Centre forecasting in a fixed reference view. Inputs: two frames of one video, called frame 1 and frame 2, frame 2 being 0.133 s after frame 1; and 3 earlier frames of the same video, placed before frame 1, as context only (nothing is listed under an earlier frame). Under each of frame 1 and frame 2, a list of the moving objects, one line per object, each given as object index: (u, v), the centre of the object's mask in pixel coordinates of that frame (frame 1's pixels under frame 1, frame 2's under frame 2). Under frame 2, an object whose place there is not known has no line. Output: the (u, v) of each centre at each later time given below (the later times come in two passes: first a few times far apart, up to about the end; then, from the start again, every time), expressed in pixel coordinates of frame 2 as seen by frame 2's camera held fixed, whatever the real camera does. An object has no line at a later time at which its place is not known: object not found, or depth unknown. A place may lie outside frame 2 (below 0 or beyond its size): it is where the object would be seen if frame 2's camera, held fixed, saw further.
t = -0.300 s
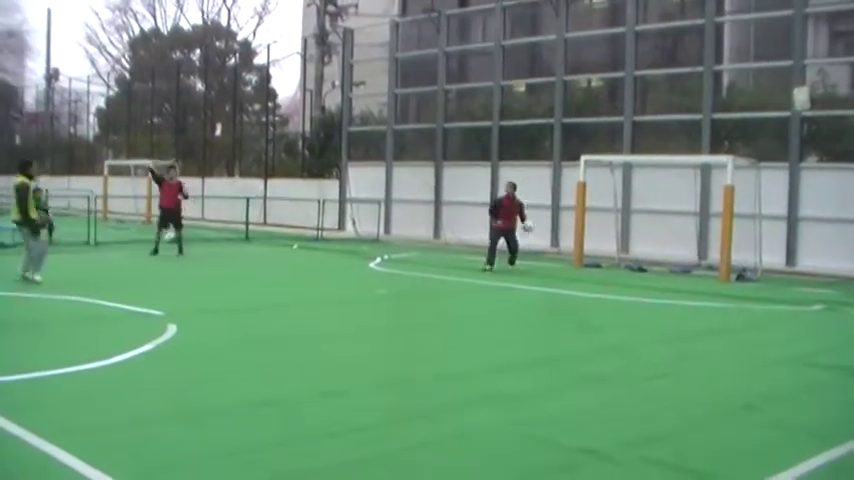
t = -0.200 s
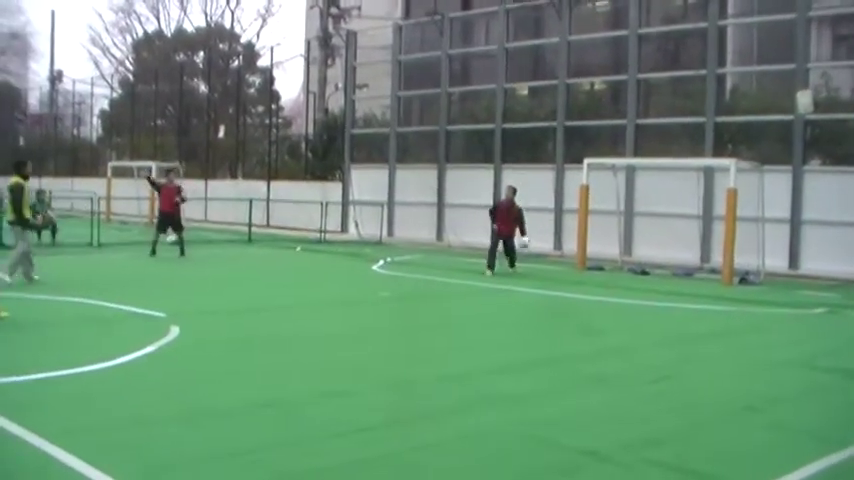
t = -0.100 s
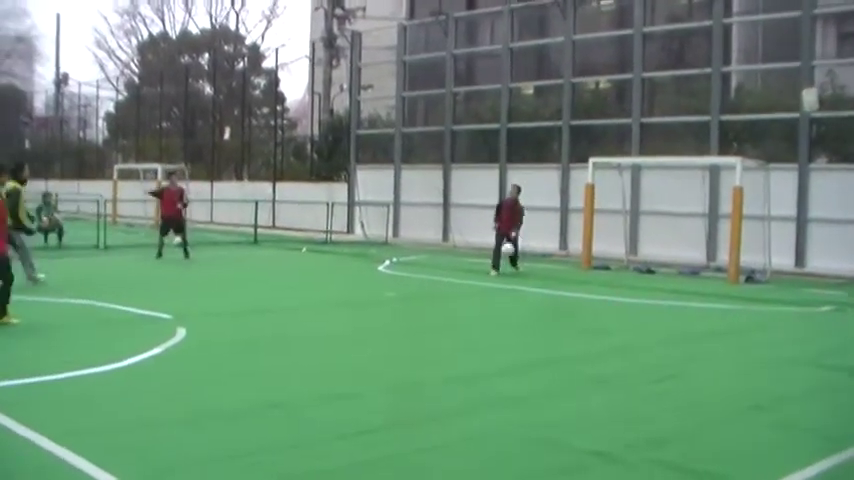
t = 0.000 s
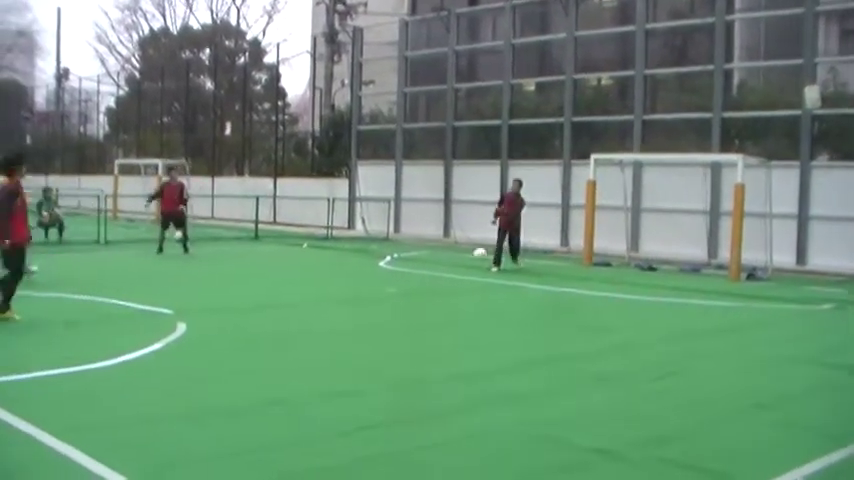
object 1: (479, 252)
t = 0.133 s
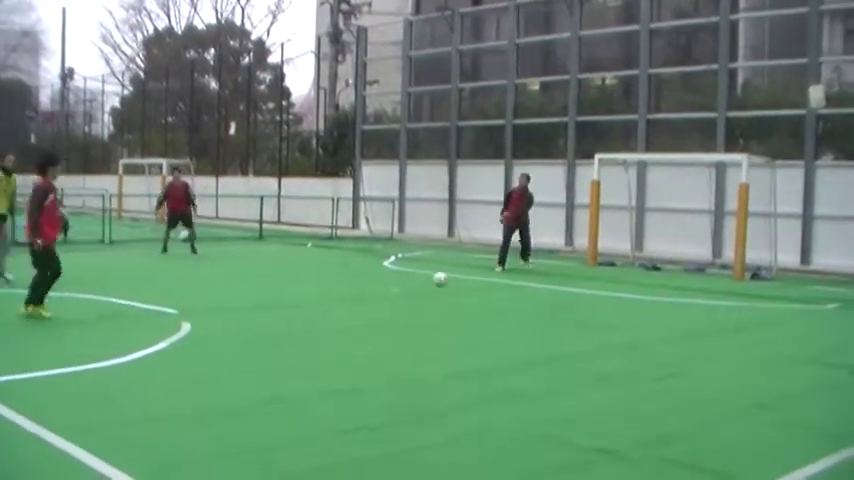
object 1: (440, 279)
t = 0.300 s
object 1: (384, 271)
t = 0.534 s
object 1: (288, 297)
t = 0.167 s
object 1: (430, 276)
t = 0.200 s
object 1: (418, 274)
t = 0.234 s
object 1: (408, 273)
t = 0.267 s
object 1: (397, 273)
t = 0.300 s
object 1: (384, 271)
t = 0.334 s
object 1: (371, 274)
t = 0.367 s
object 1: (358, 276)
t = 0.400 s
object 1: (346, 281)
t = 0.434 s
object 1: (330, 284)
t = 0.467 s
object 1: (317, 291)
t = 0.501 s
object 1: (301, 298)
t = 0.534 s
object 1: (288, 297)
